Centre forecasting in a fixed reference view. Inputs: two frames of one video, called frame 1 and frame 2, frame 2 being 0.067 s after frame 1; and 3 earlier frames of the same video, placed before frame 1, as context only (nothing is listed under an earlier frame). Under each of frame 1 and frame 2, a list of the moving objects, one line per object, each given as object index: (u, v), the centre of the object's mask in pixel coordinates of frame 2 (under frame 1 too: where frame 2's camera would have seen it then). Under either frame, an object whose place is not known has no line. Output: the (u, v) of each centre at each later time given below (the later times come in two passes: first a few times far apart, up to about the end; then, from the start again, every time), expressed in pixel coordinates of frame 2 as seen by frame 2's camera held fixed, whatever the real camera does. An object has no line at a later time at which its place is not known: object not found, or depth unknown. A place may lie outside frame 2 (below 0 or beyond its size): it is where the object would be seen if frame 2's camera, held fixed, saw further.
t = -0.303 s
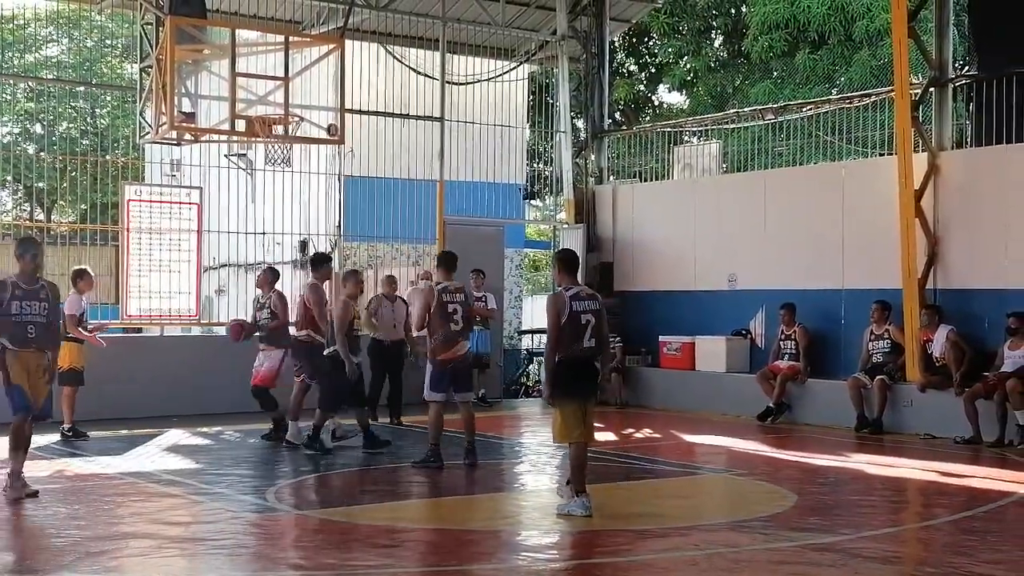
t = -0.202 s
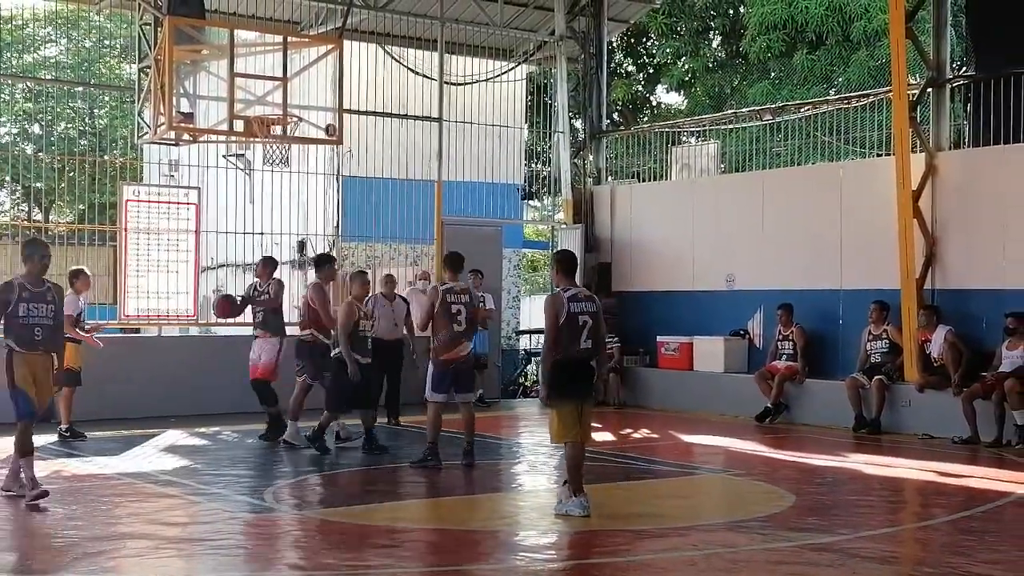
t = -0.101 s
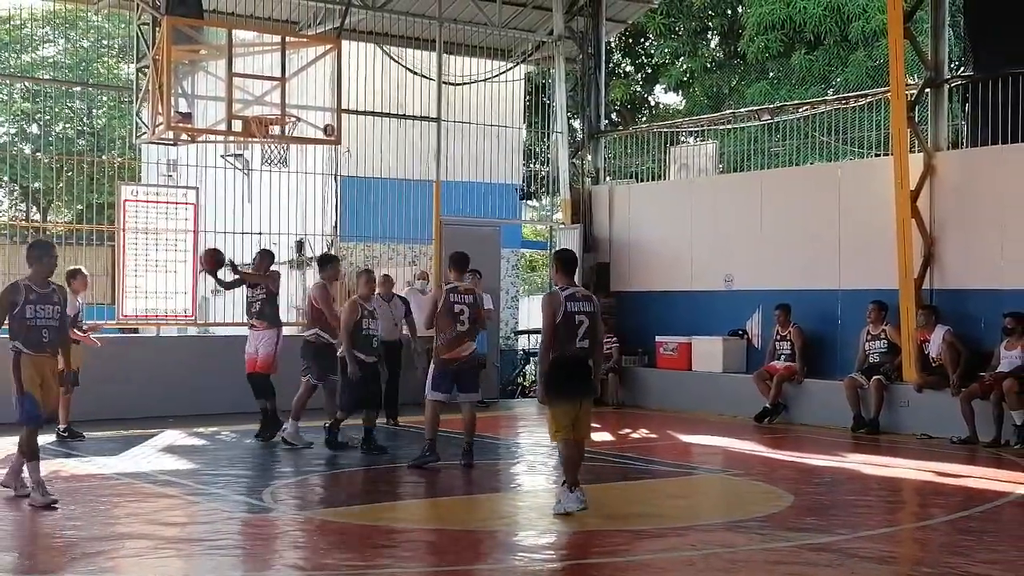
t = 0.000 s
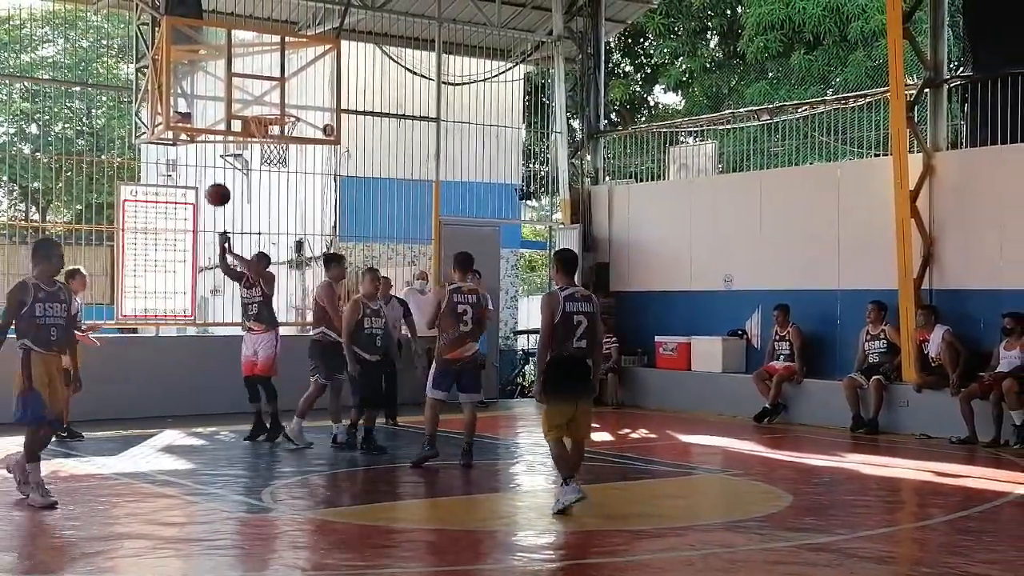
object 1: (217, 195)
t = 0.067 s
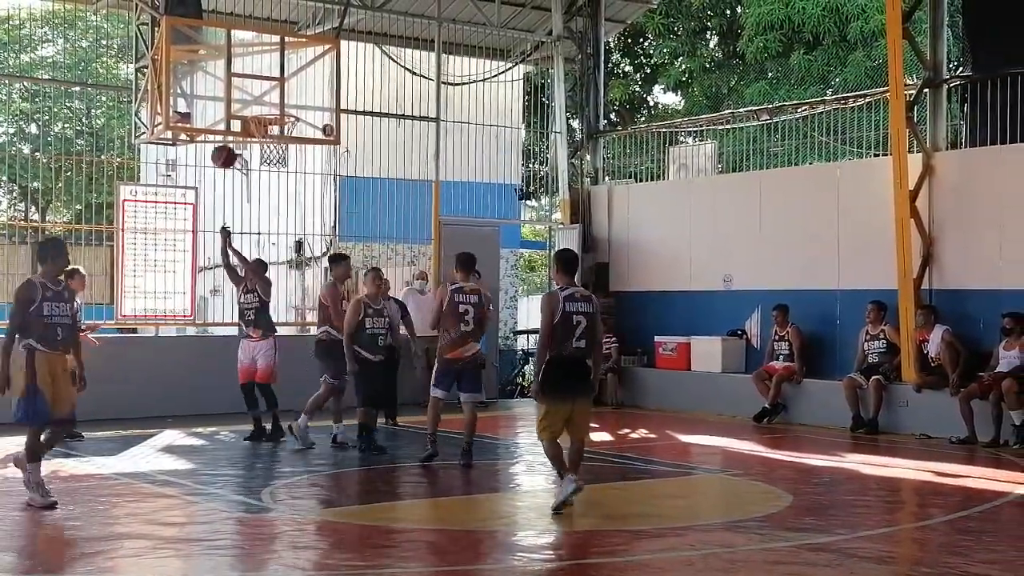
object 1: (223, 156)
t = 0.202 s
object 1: (238, 96)
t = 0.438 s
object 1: (261, 50)
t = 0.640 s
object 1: (285, 61)
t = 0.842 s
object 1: (308, 113)
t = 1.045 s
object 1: (337, 143)
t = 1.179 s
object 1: (357, 185)
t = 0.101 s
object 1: (227, 140)
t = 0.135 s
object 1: (231, 125)
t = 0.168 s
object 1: (233, 109)
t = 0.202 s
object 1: (238, 96)
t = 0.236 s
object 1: (240, 83)
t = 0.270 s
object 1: (241, 72)
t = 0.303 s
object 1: (245, 65)
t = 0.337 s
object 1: (249, 60)
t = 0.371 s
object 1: (253, 56)
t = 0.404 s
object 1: (257, 52)
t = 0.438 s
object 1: (261, 50)
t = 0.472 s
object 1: (265, 49)
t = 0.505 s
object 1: (269, 49)
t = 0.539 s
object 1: (272, 51)
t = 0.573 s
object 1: (277, 53)
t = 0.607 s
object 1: (281, 57)
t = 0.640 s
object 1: (285, 61)
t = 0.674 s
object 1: (288, 67)
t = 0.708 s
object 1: (293, 74)
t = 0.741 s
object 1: (296, 82)
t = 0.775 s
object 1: (300, 91)
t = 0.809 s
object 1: (304, 102)
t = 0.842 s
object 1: (308, 113)
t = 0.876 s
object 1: (312, 115)
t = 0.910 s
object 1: (318, 118)
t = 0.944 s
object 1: (323, 123)
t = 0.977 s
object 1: (327, 128)
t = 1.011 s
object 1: (332, 135)
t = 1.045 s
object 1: (337, 143)
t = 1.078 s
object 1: (342, 152)
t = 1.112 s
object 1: (347, 162)
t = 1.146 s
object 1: (351, 173)
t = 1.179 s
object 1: (357, 185)
